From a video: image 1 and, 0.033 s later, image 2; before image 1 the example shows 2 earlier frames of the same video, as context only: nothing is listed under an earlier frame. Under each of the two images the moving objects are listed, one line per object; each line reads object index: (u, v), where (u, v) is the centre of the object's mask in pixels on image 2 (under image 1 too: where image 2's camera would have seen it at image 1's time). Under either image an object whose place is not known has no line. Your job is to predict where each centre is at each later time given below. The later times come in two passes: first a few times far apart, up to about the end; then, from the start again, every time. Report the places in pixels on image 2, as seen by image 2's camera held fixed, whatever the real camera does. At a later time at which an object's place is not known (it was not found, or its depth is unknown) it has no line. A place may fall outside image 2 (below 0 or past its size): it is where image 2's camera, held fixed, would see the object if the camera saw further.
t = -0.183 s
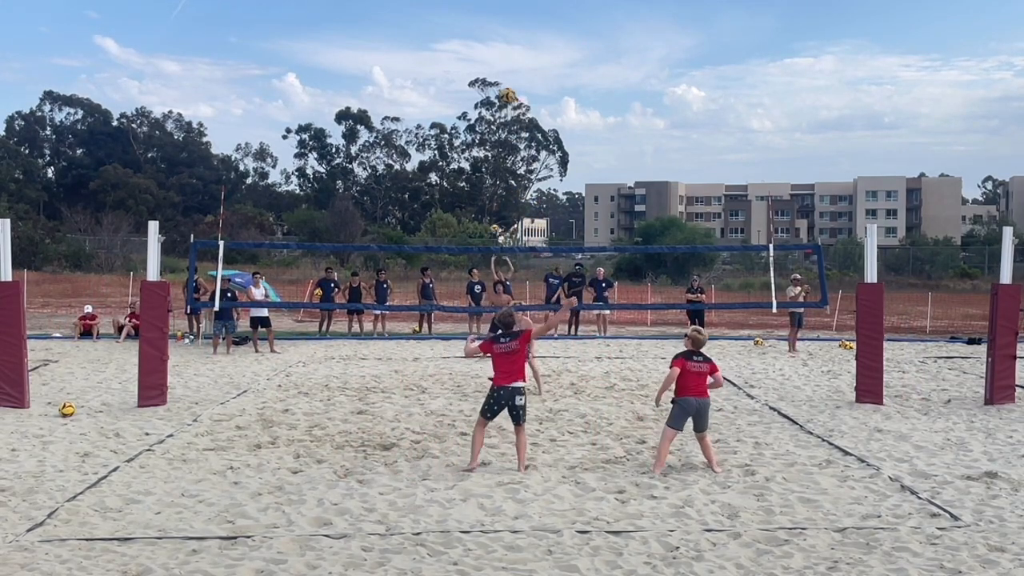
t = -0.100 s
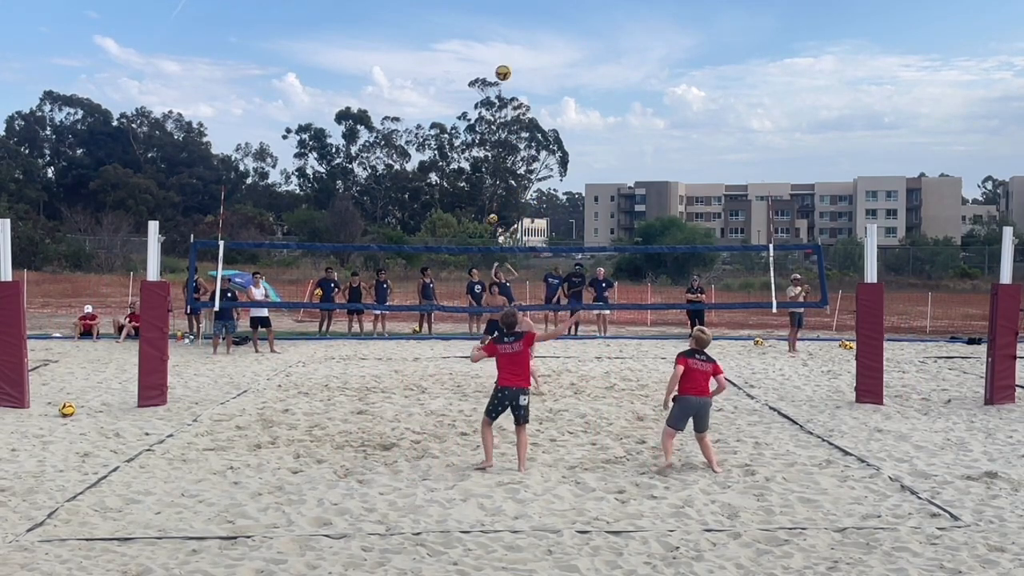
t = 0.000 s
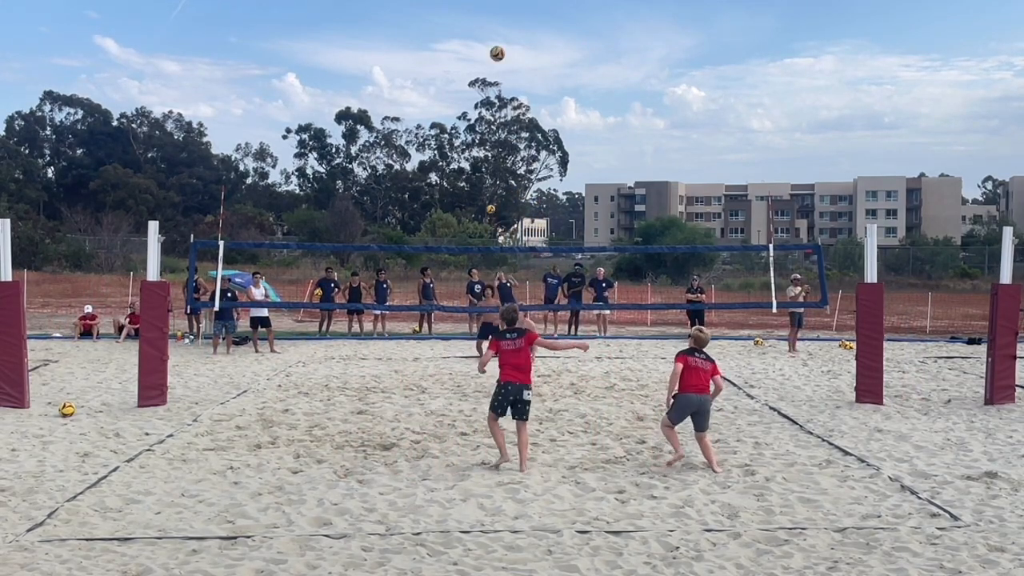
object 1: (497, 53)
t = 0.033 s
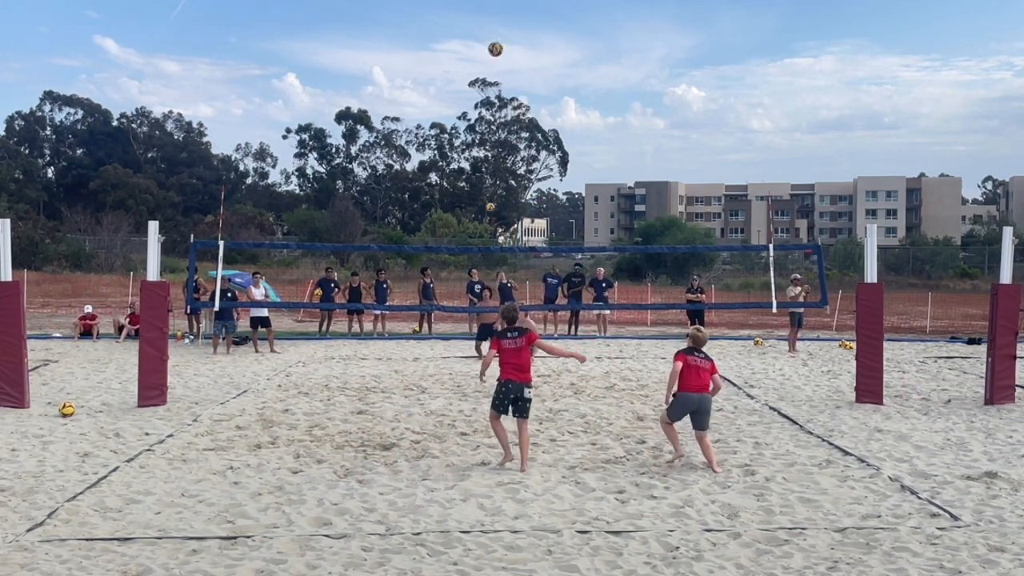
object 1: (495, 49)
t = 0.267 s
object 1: (483, 39)
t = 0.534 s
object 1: (471, 66)
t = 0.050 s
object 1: (494, 47)
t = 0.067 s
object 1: (493, 45)
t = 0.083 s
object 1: (492, 44)
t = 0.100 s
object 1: (492, 42)
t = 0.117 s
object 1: (490, 41)
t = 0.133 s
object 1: (490, 40)
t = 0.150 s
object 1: (489, 39)
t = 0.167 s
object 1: (488, 39)
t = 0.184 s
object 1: (487, 38)
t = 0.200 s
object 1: (486, 38)
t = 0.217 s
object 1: (485, 38)
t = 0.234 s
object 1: (484, 38)
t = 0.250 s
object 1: (483, 38)
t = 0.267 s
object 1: (483, 39)
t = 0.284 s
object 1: (482, 39)
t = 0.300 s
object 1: (481, 40)
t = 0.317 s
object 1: (480, 41)
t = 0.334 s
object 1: (480, 42)
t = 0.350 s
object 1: (479, 43)
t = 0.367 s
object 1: (478, 44)
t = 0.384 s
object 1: (477, 46)
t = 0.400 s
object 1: (476, 47)
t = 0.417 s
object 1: (476, 49)
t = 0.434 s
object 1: (475, 51)
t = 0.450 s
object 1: (474, 53)
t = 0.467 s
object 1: (474, 55)
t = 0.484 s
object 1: (473, 58)
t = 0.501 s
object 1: (472, 60)
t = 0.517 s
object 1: (471, 63)
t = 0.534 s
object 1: (471, 66)
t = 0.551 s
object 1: (470, 68)
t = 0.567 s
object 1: (469, 71)
